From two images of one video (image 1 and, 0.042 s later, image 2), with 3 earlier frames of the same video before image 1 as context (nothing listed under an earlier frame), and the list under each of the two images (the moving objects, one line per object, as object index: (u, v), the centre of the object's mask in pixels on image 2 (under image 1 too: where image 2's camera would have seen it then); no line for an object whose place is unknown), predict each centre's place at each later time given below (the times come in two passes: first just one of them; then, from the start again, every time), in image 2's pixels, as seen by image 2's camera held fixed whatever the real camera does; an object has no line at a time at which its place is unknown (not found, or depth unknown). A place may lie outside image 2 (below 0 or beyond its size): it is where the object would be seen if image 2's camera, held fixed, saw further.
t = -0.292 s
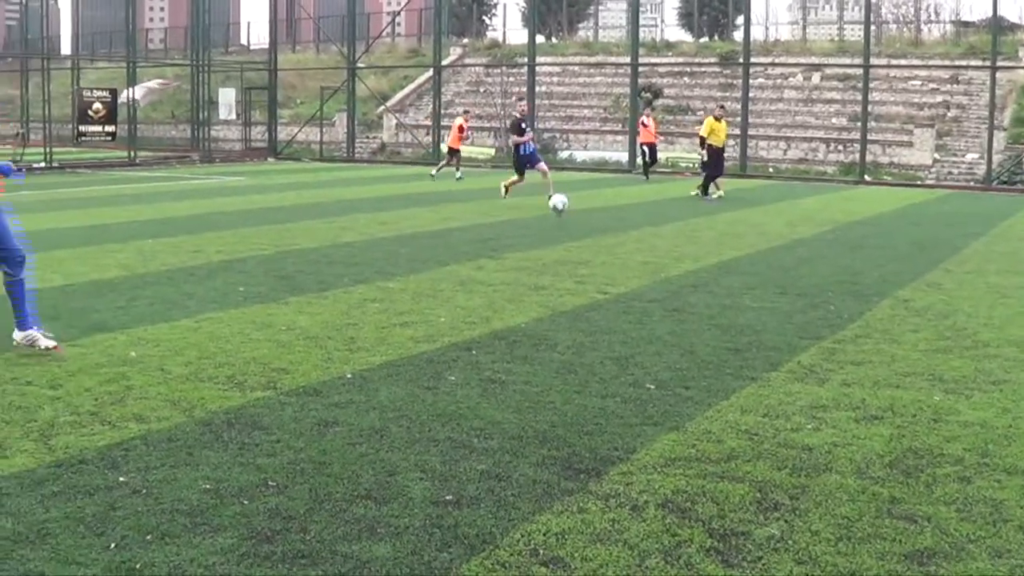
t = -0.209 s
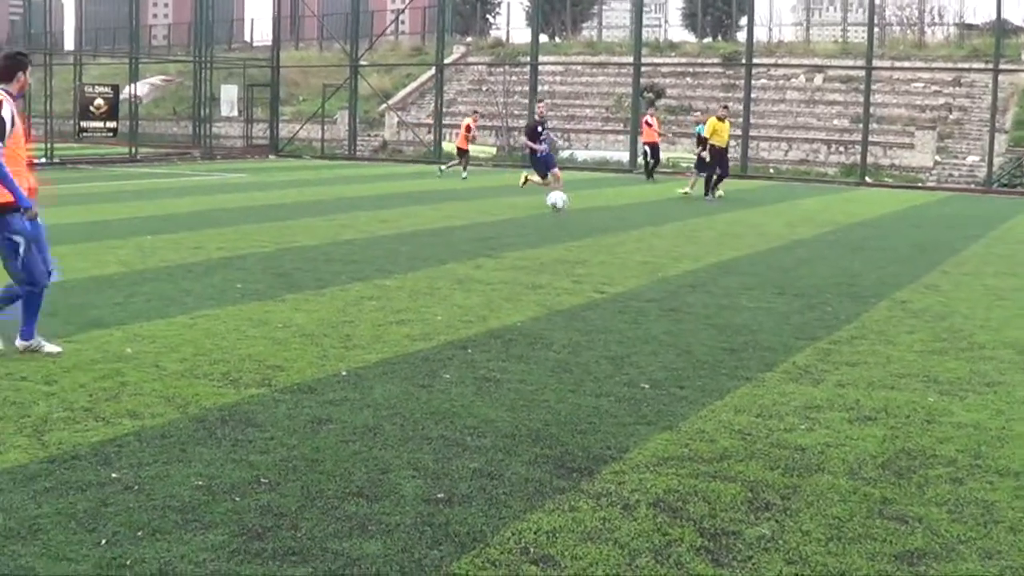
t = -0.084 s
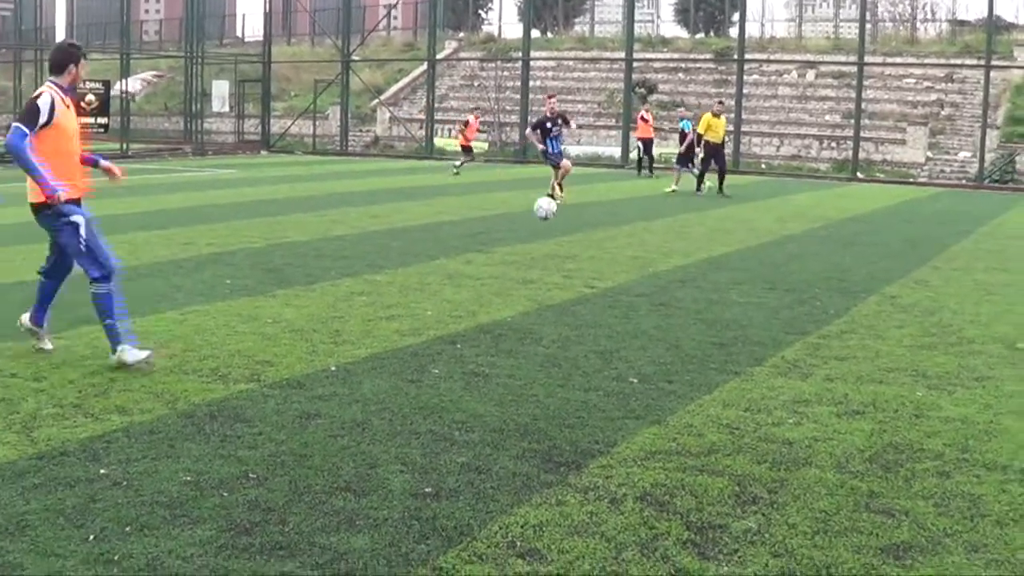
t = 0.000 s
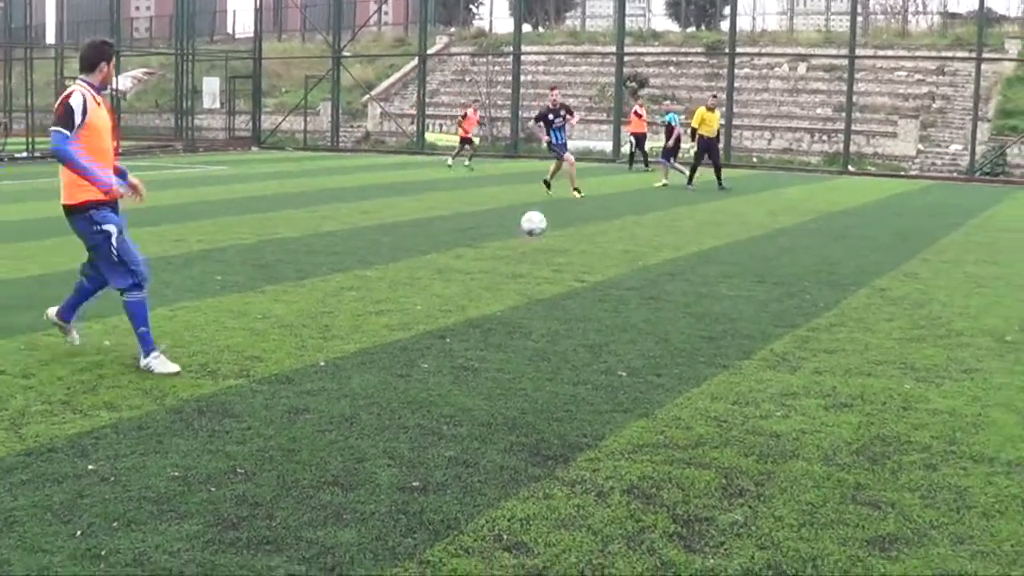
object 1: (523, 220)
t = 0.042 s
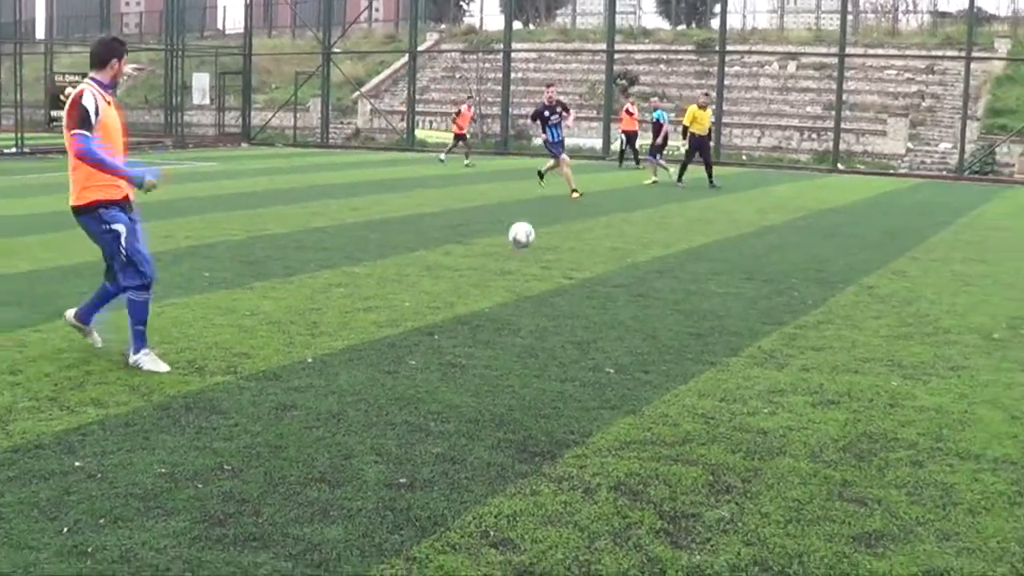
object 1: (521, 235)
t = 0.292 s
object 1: (515, 265)
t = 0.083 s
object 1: (519, 253)
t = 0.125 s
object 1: (518, 275)
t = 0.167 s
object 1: (517, 271)
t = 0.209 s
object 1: (516, 266)
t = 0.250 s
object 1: (516, 265)
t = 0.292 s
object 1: (515, 265)
